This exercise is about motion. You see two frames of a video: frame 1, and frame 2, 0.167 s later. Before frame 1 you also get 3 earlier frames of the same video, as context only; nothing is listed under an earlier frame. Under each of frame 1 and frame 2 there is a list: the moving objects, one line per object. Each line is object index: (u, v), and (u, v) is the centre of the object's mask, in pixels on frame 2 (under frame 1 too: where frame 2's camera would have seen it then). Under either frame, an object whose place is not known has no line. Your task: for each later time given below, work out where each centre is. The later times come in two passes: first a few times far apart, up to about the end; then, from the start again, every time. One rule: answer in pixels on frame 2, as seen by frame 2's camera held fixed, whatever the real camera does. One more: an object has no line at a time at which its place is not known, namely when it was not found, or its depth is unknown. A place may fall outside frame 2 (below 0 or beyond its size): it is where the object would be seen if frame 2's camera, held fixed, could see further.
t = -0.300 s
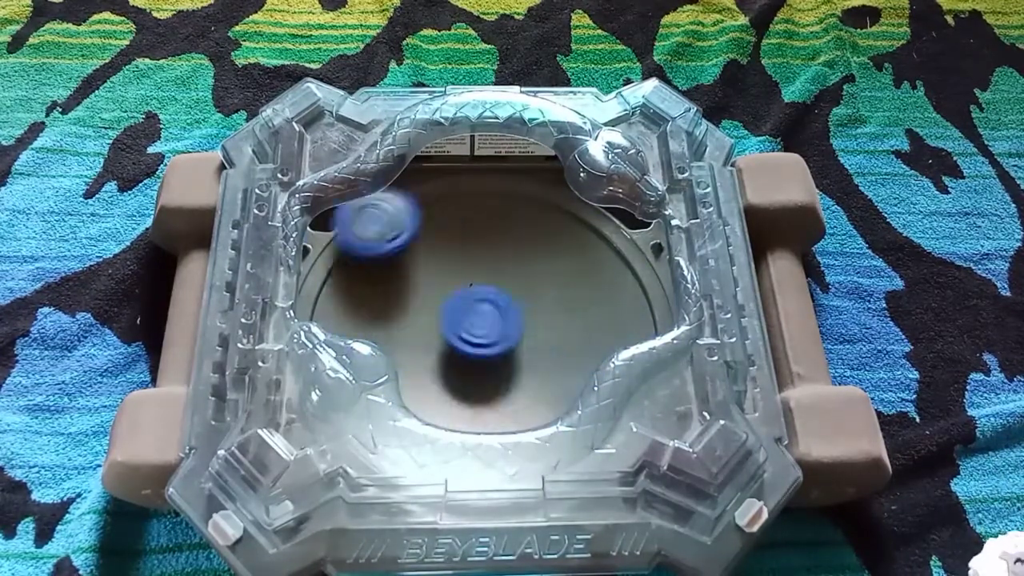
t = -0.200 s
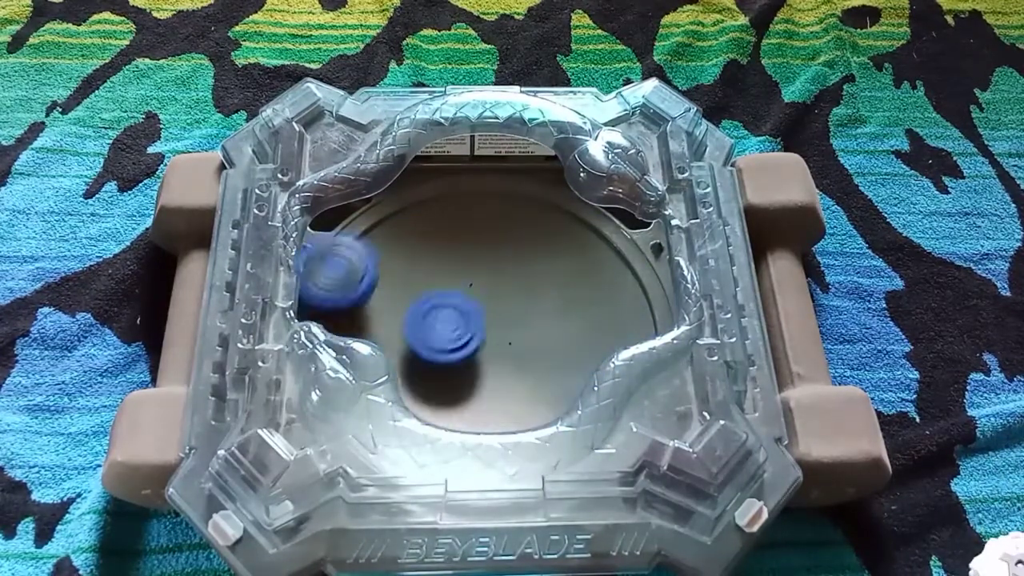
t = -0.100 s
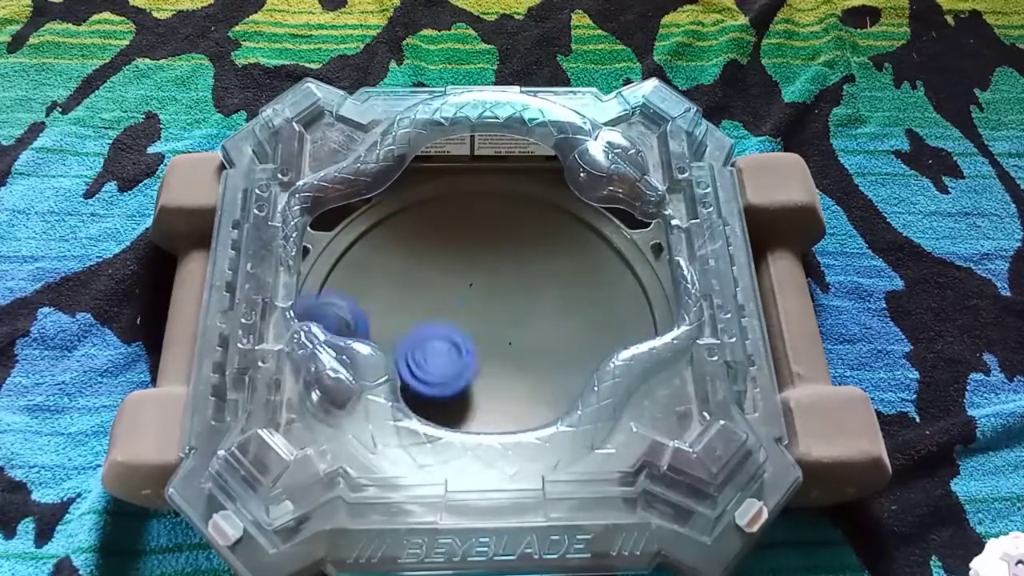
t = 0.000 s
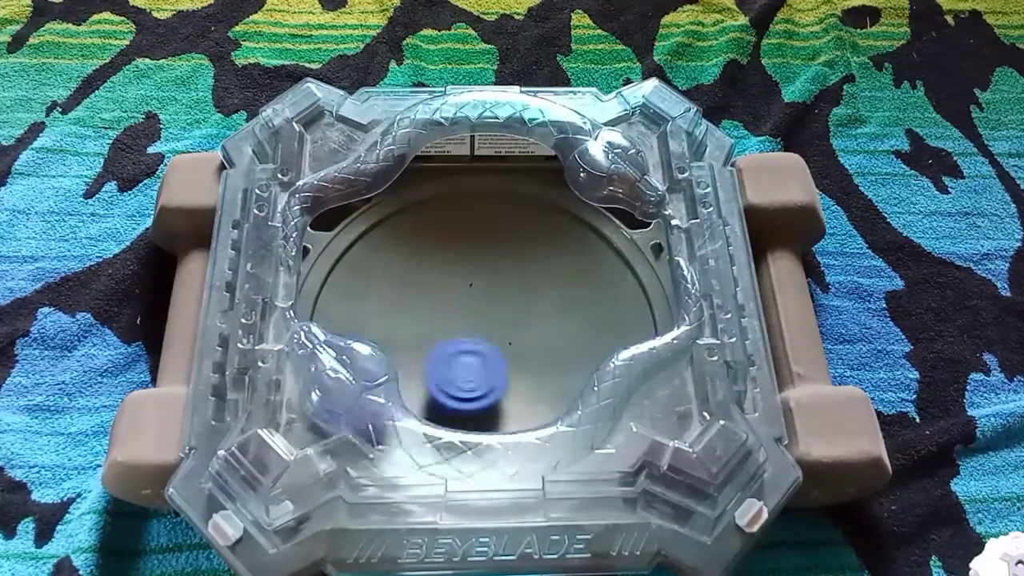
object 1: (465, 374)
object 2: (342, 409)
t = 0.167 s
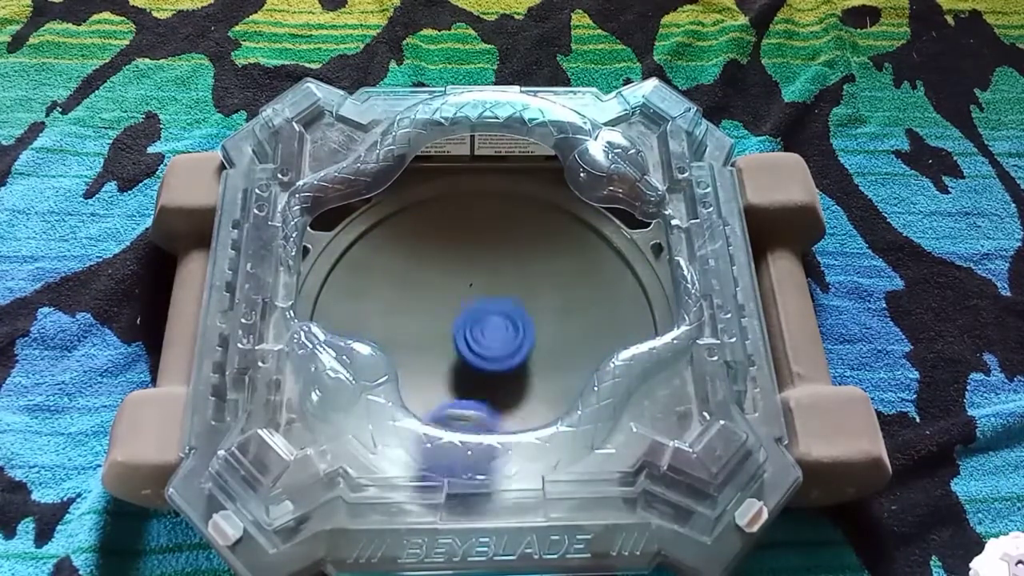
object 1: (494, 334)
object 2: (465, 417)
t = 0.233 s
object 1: (487, 315)
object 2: (506, 416)
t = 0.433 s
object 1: (433, 297)
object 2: (594, 347)
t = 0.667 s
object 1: (479, 351)
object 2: (580, 241)
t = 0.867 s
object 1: (514, 284)
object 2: (476, 210)
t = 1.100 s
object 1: (557, 357)
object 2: (341, 210)
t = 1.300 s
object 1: (606, 315)
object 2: (338, 210)
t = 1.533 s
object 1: (519, 282)
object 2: (339, 210)
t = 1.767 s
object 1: (463, 366)
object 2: (341, 212)
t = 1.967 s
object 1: (518, 411)
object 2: (342, 214)
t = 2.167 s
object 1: (578, 365)
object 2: (340, 213)
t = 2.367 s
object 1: (539, 296)
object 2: (342, 213)
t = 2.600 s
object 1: (426, 300)
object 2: (344, 213)
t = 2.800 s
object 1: (411, 366)
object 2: (342, 211)
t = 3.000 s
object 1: (478, 405)
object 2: (343, 212)
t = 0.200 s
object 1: (491, 325)
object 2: (486, 417)
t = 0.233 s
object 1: (487, 315)
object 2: (506, 416)
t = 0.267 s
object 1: (481, 307)
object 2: (526, 411)
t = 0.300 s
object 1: (473, 299)
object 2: (540, 404)
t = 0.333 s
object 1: (464, 294)
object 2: (554, 394)
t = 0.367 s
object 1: (453, 292)
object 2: (566, 381)
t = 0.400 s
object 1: (442, 293)
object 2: (580, 365)
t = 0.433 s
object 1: (433, 297)
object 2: (594, 347)
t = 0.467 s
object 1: (426, 304)
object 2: (606, 331)
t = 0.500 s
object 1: (424, 314)
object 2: (612, 318)
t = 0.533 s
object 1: (427, 325)
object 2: (614, 305)
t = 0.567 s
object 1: (436, 335)
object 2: (610, 288)
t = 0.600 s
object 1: (449, 345)
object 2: (602, 270)
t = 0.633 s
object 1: (464, 351)
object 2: (592, 255)
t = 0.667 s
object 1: (479, 351)
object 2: (580, 241)
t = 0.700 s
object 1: (493, 347)
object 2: (566, 230)
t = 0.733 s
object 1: (505, 338)
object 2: (550, 221)
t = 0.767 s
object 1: (514, 325)
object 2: (532, 215)
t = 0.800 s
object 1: (519, 311)
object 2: (514, 211)
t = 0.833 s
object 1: (519, 297)
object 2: (494, 209)
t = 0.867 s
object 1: (514, 284)
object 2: (476, 210)
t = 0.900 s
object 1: (508, 281)
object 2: (453, 204)
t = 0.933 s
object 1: (513, 304)
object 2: (426, 185)
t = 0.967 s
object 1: (519, 323)
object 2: (408, 181)
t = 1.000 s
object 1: (526, 337)
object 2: (392, 194)
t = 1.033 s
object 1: (535, 349)
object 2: (367, 206)
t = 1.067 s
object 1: (546, 355)
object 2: (341, 209)
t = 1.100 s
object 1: (557, 357)
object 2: (341, 210)
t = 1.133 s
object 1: (566, 355)
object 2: (340, 211)
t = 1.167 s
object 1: (575, 351)
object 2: (340, 210)
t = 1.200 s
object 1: (585, 344)
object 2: (339, 211)
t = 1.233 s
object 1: (596, 335)
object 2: (339, 210)
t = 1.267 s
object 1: (604, 324)
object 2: (338, 211)
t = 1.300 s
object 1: (606, 315)
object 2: (338, 210)
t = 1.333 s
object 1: (603, 305)
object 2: (331, 209)
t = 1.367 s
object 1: (594, 295)
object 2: (339, 210)
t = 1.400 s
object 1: (583, 286)
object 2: (339, 211)
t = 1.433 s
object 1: (569, 280)
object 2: (339, 211)
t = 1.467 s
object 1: (553, 278)
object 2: (339, 210)
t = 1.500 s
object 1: (535, 278)
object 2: (338, 210)
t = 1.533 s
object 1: (519, 282)
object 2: (339, 210)
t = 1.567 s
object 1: (505, 289)
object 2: (337, 211)
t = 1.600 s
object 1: (491, 299)
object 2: (337, 211)
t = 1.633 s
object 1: (480, 311)
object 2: (338, 211)
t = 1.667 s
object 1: (472, 325)
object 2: (339, 210)
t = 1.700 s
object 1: (466, 338)
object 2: (339, 210)
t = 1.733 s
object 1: (463, 352)
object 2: (339, 211)
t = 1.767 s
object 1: (463, 366)
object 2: (341, 212)
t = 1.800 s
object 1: (466, 380)
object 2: (341, 215)
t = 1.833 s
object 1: (472, 394)
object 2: (343, 216)
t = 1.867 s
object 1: (480, 400)
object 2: (343, 215)
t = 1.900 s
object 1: (492, 406)
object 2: (341, 211)
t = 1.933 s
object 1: (504, 410)
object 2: (341, 212)
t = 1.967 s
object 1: (518, 411)
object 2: (342, 214)
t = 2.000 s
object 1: (531, 410)
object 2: (344, 213)
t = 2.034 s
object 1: (542, 407)
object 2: (340, 212)
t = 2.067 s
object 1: (552, 400)
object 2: (339, 212)
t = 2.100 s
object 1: (560, 392)
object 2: (340, 211)
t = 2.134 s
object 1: (569, 381)
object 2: (341, 212)
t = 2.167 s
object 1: (578, 365)
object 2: (340, 213)
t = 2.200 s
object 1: (582, 352)
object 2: (341, 213)
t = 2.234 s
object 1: (582, 340)
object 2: (341, 213)
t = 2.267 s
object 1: (578, 328)
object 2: (342, 212)
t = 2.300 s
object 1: (568, 315)
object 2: (342, 213)
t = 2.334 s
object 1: (555, 305)
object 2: (342, 213)
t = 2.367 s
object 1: (539, 296)
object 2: (342, 213)
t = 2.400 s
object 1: (522, 290)
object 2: (344, 212)
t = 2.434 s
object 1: (506, 286)
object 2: (343, 212)
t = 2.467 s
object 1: (488, 285)
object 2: (344, 213)
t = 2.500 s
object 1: (471, 286)
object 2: (344, 213)
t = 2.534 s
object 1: (455, 288)
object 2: (343, 213)
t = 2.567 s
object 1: (440, 293)
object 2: (342, 214)
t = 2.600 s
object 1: (426, 300)
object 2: (344, 213)
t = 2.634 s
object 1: (414, 309)
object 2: (346, 212)
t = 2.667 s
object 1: (405, 320)
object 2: (344, 211)
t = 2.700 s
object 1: (403, 328)
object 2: (343, 211)
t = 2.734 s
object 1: (402, 340)
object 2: (343, 210)
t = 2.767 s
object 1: (405, 351)
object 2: (341, 211)
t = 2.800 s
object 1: (411, 366)
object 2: (342, 211)
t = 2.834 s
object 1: (417, 378)
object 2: (343, 211)
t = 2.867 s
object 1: (423, 388)
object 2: (343, 211)
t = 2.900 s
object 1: (433, 395)
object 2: (344, 211)
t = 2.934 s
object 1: (444, 400)
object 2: (343, 212)
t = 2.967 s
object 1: (461, 404)
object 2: (343, 211)
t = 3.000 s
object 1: (478, 405)
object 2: (343, 212)
